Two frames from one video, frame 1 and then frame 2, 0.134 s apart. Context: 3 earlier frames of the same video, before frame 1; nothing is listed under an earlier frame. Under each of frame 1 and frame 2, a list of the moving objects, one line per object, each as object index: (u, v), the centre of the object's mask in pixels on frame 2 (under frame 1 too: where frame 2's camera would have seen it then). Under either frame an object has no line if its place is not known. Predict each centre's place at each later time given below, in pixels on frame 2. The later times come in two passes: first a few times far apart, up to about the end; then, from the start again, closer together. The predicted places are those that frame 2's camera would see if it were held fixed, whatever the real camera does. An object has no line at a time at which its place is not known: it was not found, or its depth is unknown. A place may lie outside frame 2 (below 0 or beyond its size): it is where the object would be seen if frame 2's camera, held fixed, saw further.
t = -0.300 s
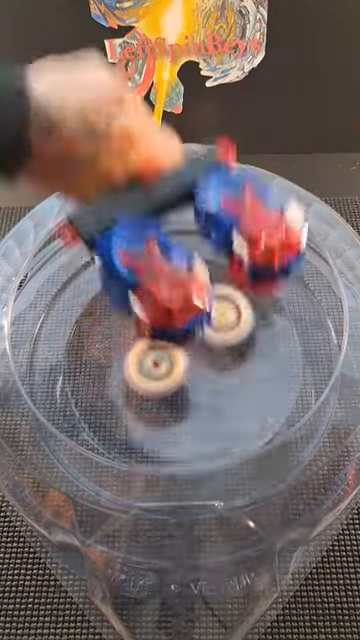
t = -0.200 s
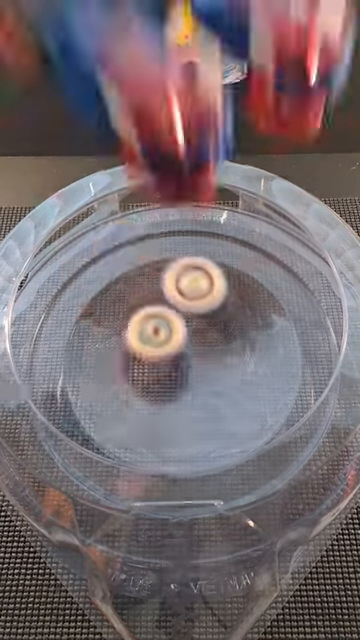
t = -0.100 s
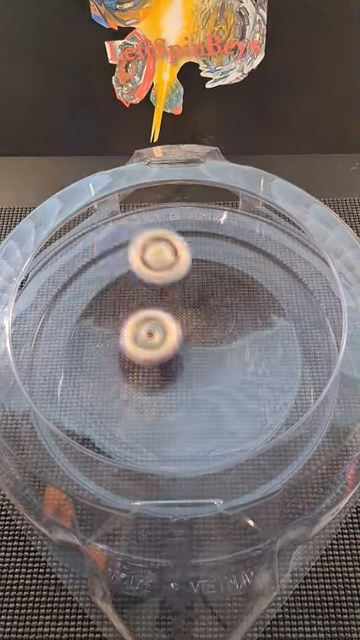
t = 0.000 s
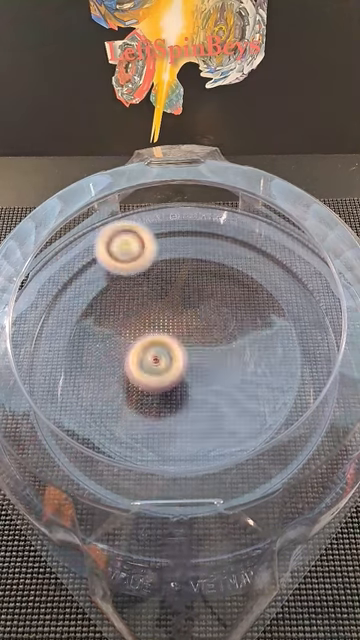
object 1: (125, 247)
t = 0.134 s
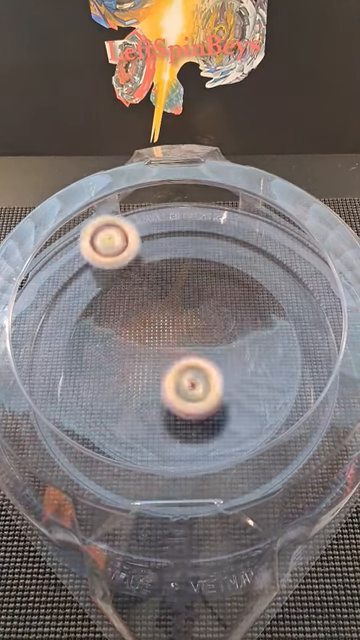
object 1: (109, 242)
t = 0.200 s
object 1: (108, 250)
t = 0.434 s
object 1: (144, 270)
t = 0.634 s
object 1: (87, 339)
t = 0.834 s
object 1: (162, 434)
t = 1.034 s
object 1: (306, 383)
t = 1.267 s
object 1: (305, 269)
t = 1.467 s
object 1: (207, 223)
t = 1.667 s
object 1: (103, 246)
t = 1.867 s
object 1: (64, 310)
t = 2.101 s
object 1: (122, 425)
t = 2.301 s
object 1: (265, 412)
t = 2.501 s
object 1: (312, 311)
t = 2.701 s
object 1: (280, 256)
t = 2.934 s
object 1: (201, 250)
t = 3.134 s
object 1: (105, 321)
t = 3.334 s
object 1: (116, 444)
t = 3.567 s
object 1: (253, 489)
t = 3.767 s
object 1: (329, 403)
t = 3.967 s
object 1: (313, 294)
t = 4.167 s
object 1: (241, 263)
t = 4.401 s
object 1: (106, 310)
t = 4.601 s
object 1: (82, 425)
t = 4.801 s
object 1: (144, 504)
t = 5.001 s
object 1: (258, 482)
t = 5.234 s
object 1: (314, 404)
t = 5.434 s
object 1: (283, 328)
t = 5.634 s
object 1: (176, 272)
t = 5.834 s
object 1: (69, 322)
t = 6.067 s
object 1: (36, 420)
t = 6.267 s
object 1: (97, 472)
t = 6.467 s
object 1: (235, 496)
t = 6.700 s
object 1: (332, 381)
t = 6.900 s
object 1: (302, 283)
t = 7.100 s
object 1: (239, 251)
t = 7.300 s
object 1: (199, 243)
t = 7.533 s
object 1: (122, 300)
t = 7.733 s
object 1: (119, 406)
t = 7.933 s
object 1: (225, 442)
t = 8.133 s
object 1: (305, 375)
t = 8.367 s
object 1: (313, 327)
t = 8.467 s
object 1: (297, 315)
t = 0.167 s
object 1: (108, 247)
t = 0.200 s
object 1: (108, 250)
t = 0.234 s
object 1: (110, 253)
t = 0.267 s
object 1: (113, 255)
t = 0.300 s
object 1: (118, 256)
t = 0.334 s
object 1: (125, 257)
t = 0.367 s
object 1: (132, 258)
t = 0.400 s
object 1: (138, 263)
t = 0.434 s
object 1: (144, 270)
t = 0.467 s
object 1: (147, 281)
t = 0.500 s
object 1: (132, 286)
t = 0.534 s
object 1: (116, 294)
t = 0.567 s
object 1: (103, 306)
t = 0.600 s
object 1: (93, 322)
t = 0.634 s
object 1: (87, 339)
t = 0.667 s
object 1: (86, 359)
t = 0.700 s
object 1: (91, 378)
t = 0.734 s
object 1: (101, 397)
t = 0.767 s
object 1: (118, 413)
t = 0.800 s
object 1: (137, 425)
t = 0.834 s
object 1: (162, 434)
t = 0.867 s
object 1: (187, 437)
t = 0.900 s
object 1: (214, 436)
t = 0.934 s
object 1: (242, 430)
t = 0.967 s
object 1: (266, 419)
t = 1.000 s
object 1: (289, 403)
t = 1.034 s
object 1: (306, 383)
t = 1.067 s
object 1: (322, 365)
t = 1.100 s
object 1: (333, 347)
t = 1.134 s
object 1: (336, 325)
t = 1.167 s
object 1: (335, 307)
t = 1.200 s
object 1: (332, 291)
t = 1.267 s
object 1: (305, 269)
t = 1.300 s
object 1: (294, 258)
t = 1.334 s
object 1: (277, 249)
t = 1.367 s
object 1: (257, 242)
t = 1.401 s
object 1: (240, 234)
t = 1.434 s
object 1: (224, 227)
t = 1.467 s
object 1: (207, 223)
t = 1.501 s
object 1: (189, 222)
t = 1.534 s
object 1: (170, 224)
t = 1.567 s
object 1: (150, 227)
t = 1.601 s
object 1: (133, 232)
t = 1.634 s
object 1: (117, 239)
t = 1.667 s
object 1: (103, 246)
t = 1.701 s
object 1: (94, 254)
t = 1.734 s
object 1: (84, 262)
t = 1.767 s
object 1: (78, 272)
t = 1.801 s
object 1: (72, 283)
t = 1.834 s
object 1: (67, 296)
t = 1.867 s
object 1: (64, 310)
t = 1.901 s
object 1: (62, 324)
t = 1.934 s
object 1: (63, 341)
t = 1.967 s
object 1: (67, 359)
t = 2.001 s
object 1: (76, 377)
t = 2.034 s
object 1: (88, 395)
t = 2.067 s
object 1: (103, 412)
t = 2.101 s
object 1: (122, 425)
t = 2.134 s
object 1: (144, 434)
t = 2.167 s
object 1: (170, 439)
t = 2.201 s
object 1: (195, 440)
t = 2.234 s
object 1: (221, 435)
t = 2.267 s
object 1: (244, 426)
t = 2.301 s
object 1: (265, 412)
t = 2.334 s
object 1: (282, 397)
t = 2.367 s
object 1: (294, 379)
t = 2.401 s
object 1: (303, 358)
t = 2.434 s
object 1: (307, 340)
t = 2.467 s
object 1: (311, 324)
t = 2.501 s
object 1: (312, 311)
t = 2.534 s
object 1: (313, 300)
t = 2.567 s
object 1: (312, 291)
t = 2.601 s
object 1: (308, 281)
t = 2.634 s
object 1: (301, 272)
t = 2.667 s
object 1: (291, 264)
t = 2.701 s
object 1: (280, 256)
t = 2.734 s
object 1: (270, 251)
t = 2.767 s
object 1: (259, 248)
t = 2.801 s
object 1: (249, 246)
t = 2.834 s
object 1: (238, 246)
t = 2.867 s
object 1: (227, 246)
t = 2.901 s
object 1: (215, 247)
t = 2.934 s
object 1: (201, 250)
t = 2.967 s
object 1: (187, 256)
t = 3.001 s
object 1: (170, 263)
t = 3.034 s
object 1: (152, 274)
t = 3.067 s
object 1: (135, 288)
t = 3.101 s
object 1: (119, 303)
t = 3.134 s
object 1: (105, 321)
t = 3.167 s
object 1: (95, 342)
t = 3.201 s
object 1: (89, 363)
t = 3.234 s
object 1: (89, 385)
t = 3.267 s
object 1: (93, 407)
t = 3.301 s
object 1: (103, 426)
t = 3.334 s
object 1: (116, 444)
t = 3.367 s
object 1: (135, 459)
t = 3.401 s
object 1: (156, 467)
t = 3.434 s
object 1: (178, 478)
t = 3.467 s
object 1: (198, 487)
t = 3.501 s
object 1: (216, 496)
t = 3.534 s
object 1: (237, 501)
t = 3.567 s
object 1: (253, 489)
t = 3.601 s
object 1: (269, 475)
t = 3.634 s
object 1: (285, 462)
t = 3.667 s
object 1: (300, 452)
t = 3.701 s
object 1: (314, 439)
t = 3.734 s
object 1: (324, 422)
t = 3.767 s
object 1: (329, 403)
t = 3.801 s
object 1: (331, 382)
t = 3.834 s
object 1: (332, 361)
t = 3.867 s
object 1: (330, 340)
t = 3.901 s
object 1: (326, 322)
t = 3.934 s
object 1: (321, 306)
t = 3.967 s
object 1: (313, 294)
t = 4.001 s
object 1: (305, 284)
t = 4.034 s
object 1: (295, 276)
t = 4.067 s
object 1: (284, 271)
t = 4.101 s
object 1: (271, 266)
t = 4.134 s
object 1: (257, 264)
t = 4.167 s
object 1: (241, 263)
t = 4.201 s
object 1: (224, 263)
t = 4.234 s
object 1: (205, 265)
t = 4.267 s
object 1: (184, 269)
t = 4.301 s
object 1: (163, 275)
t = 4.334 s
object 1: (142, 284)
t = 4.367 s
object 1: (123, 295)
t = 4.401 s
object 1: (106, 310)
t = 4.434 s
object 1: (91, 326)
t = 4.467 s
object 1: (81, 344)
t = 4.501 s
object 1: (74, 365)
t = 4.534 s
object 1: (71, 385)
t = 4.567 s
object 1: (76, 404)
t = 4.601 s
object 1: (82, 425)
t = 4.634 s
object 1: (91, 443)
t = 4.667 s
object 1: (100, 461)
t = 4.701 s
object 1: (109, 475)
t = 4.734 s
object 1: (118, 488)
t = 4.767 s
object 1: (129, 499)
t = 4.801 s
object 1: (144, 504)
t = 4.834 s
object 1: (163, 504)
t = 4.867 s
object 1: (184, 501)
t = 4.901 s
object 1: (203, 499)
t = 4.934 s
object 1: (221, 497)
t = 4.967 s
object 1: (240, 491)
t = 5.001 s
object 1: (258, 482)
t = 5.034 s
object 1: (275, 470)
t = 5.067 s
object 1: (289, 459)
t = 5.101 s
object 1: (300, 448)
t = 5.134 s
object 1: (307, 438)
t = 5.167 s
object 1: (312, 427)
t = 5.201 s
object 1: (314, 416)
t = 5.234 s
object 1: (314, 404)
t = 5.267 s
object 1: (314, 392)
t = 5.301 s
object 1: (311, 379)
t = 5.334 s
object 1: (307, 367)
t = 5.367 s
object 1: (301, 354)
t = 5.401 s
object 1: (294, 342)
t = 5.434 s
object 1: (283, 328)
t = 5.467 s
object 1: (270, 314)
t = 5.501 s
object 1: (255, 301)
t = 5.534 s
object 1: (238, 290)
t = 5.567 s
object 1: (219, 281)
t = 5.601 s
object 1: (198, 274)
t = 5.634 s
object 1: (176, 272)
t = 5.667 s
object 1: (155, 272)
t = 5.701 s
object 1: (134, 277)
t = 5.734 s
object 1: (115, 284)
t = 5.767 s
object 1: (97, 295)
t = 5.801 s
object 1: (81, 307)
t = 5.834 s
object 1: (69, 322)
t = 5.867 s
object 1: (61, 339)
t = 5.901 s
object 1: (52, 356)
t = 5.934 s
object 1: (48, 370)
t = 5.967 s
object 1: (39, 384)
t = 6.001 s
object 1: (36, 396)
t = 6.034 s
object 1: (34, 408)
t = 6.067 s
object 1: (36, 420)
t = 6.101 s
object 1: (44, 431)
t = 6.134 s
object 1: (54, 442)
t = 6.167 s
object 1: (66, 453)
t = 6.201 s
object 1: (77, 462)
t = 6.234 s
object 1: (87, 468)
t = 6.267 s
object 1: (97, 472)
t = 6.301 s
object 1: (115, 488)
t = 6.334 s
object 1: (136, 504)
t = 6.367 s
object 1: (161, 506)
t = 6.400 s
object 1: (186, 504)
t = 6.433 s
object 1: (212, 502)
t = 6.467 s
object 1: (235, 496)
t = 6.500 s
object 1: (258, 487)
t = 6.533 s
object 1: (279, 475)
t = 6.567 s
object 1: (297, 460)
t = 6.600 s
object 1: (311, 442)
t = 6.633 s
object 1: (324, 423)
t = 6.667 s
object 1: (329, 402)
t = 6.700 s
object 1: (332, 381)
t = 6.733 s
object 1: (333, 360)
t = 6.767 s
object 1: (331, 340)
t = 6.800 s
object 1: (326, 320)
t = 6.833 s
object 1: (319, 305)
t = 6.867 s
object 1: (310, 293)
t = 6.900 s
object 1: (302, 283)
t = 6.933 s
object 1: (291, 275)
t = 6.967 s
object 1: (278, 268)
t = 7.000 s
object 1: (265, 263)
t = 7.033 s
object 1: (252, 259)
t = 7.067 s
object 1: (245, 254)
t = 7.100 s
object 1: (239, 251)
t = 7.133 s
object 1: (234, 248)
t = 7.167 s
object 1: (227, 245)
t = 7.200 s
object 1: (221, 242)
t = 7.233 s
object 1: (214, 242)
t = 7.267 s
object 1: (207, 242)
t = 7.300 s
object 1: (199, 243)
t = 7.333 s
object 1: (192, 245)
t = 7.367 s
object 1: (183, 249)
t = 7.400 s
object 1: (172, 255)
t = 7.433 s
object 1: (159, 264)
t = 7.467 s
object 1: (146, 274)
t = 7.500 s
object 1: (133, 286)
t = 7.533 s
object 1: (122, 300)
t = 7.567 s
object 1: (112, 317)
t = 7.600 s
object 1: (105, 334)
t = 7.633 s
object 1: (103, 354)
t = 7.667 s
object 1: (104, 371)
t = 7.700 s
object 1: (110, 390)
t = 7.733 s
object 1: (119, 406)
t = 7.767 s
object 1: (132, 420)
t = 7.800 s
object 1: (148, 430)
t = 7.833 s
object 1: (167, 438)
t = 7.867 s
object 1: (185, 441)
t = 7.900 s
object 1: (204, 443)
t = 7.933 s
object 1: (225, 442)
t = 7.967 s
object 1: (244, 437)
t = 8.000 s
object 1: (262, 429)
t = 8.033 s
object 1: (277, 417)
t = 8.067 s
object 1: (287, 403)
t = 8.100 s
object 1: (297, 388)
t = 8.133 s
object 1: (305, 375)
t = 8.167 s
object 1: (311, 364)
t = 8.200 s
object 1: (316, 354)
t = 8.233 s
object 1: (318, 347)
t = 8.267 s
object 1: (319, 342)
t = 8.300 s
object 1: (319, 337)
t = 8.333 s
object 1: (317, 332)
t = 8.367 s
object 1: (313, 327)
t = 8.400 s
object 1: (309, 323)
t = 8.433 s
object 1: (304, 318)
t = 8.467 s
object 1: (297, 315)
